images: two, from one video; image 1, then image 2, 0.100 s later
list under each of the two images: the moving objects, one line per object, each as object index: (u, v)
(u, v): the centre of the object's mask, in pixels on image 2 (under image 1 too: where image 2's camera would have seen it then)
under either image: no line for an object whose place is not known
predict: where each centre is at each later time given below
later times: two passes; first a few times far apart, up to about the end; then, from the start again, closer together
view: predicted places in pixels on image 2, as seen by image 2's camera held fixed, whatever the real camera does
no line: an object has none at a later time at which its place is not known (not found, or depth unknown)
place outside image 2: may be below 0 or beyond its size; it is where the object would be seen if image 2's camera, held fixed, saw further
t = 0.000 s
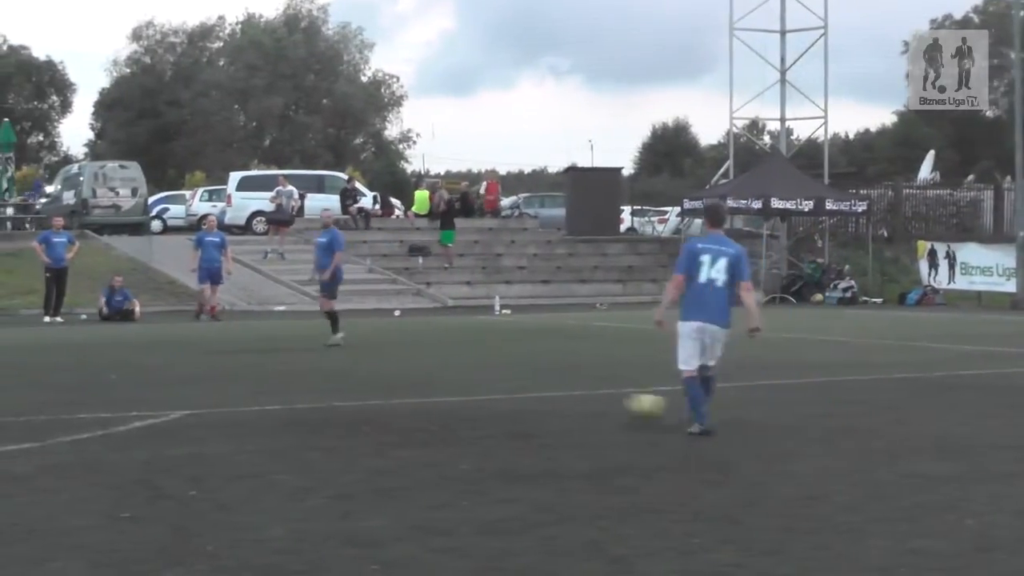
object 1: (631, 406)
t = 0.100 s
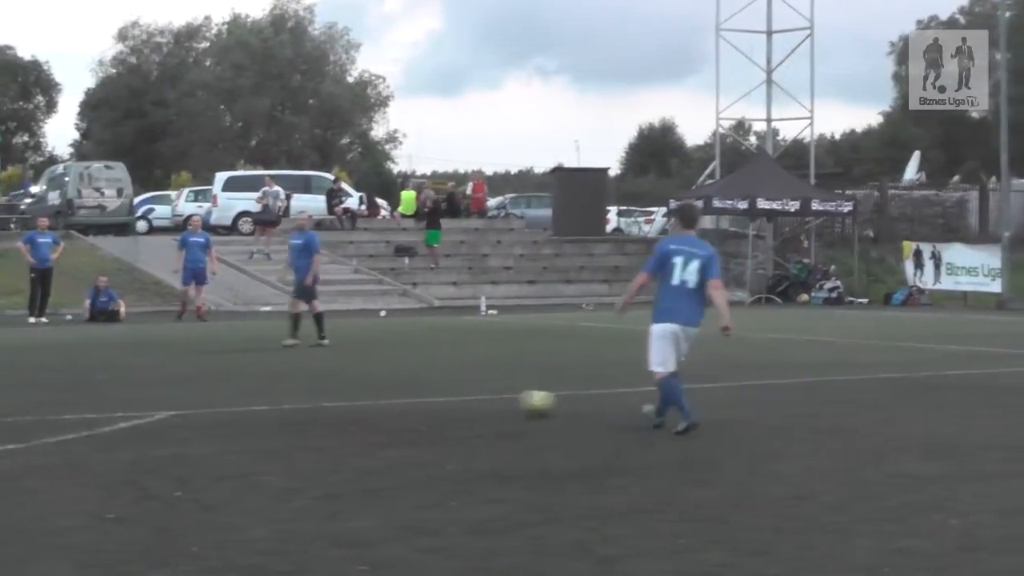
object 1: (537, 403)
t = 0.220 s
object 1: (444, 394)
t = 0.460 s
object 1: (301, 385)
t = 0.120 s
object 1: (522, 402)
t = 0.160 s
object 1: (488, 395)
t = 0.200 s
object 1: (459, 394)
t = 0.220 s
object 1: (444, 394)
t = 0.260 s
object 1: (415, 393)
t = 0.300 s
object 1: (390, 391)
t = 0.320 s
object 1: (377, 390)
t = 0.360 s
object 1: (354, 389)
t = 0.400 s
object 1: (331, 387)
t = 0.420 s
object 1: (321, 386)
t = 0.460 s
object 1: (301, 385)
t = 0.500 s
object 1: (282, 383)
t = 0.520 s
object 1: (273, 383)
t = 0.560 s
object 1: (255, 381)
